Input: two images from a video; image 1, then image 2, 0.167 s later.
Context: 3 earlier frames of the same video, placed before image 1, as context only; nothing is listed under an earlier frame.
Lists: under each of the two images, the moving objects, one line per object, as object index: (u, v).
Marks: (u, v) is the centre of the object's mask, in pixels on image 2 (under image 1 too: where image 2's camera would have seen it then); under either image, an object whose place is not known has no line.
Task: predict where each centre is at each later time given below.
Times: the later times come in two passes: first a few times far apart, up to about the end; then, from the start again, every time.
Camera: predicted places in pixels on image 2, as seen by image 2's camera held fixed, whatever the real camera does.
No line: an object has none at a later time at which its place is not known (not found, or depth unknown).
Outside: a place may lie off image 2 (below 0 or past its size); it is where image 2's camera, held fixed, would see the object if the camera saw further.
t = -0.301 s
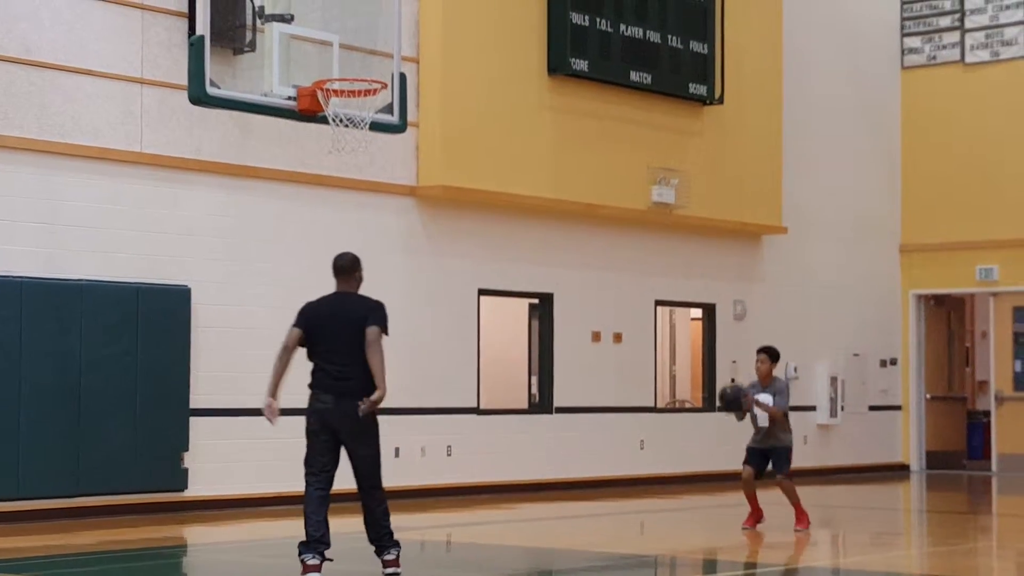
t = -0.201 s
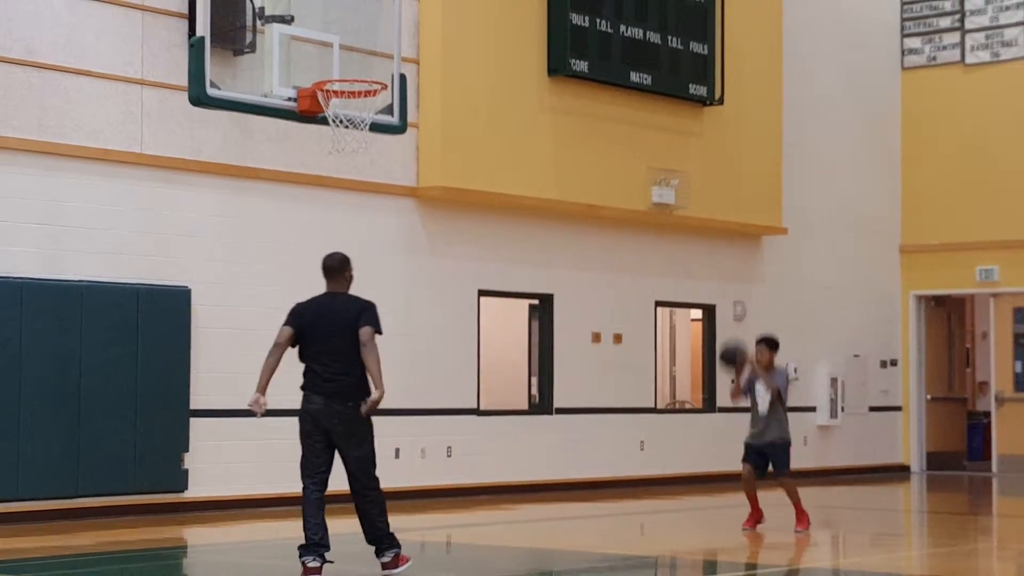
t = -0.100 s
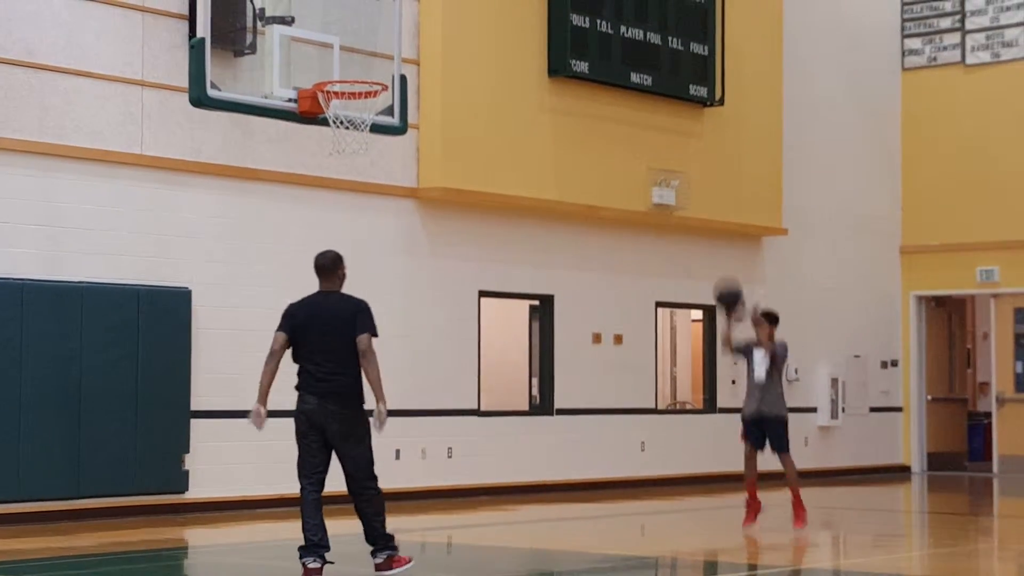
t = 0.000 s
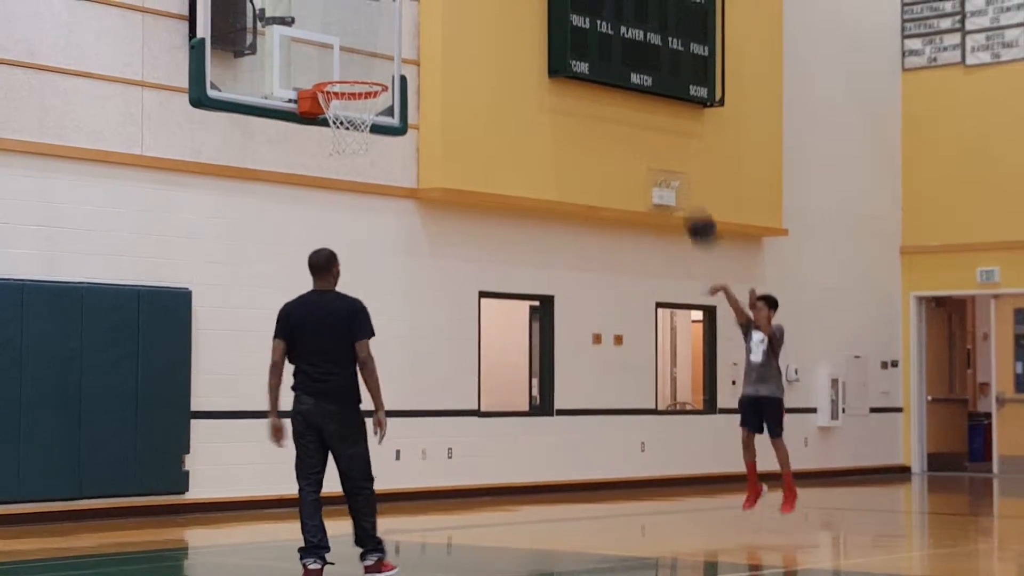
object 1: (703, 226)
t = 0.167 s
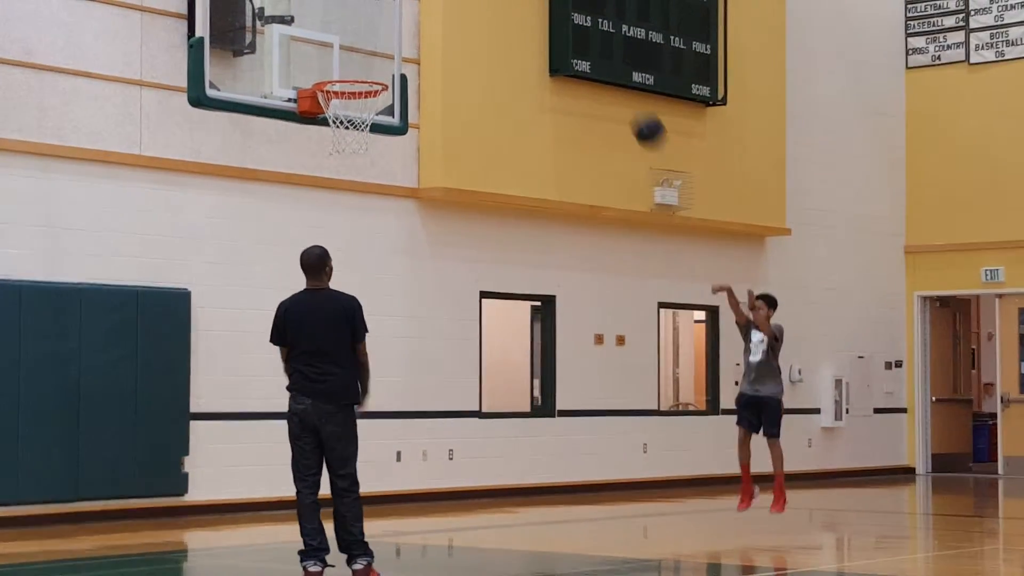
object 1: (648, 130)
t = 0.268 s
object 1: (613, 83)
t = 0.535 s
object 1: (517, 26)
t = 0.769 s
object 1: (424, 51)
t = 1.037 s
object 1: (471, 80)
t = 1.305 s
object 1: (584, 156)
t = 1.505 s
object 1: (663, 273)
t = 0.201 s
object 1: (637, 115)
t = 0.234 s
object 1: (625, 99)
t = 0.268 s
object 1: (613, 83)
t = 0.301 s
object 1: (603, 72)
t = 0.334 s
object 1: (591, 60)
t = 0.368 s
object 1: (578, 51)
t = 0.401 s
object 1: (567, 42)
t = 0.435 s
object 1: (555, 37)
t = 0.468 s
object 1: (543, 33)
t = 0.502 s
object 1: (529, 29)
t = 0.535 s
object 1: (517, 26)
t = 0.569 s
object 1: (504, 25)
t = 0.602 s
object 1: (491, 26)
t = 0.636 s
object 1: (478, 27)
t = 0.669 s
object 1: (465, 31)
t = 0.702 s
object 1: (451, 36)
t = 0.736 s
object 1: (438, 43)
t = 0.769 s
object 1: (424, 51)
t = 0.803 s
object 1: (409, 62)
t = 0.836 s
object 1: (394, 74)
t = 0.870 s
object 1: (394, 80)
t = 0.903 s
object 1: (409, 77)
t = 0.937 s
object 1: (425, 76)
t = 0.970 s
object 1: (441, 75)
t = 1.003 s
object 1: (456, 76)
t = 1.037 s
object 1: (471, 80)
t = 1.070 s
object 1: (485, 84)
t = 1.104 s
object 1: (500, 90)
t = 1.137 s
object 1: (514, 97)
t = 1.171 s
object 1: (529, 106)
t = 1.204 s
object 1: (542, 117)
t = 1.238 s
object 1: (557, 129)
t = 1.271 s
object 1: (571, 142)
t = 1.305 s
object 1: (584, 156)
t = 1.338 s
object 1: (598, 172)
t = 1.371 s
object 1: (611, 190)
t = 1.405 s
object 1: (625, 209)
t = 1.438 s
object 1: (639, 230)
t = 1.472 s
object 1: (651, 252)
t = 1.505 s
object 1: (663, 273)
